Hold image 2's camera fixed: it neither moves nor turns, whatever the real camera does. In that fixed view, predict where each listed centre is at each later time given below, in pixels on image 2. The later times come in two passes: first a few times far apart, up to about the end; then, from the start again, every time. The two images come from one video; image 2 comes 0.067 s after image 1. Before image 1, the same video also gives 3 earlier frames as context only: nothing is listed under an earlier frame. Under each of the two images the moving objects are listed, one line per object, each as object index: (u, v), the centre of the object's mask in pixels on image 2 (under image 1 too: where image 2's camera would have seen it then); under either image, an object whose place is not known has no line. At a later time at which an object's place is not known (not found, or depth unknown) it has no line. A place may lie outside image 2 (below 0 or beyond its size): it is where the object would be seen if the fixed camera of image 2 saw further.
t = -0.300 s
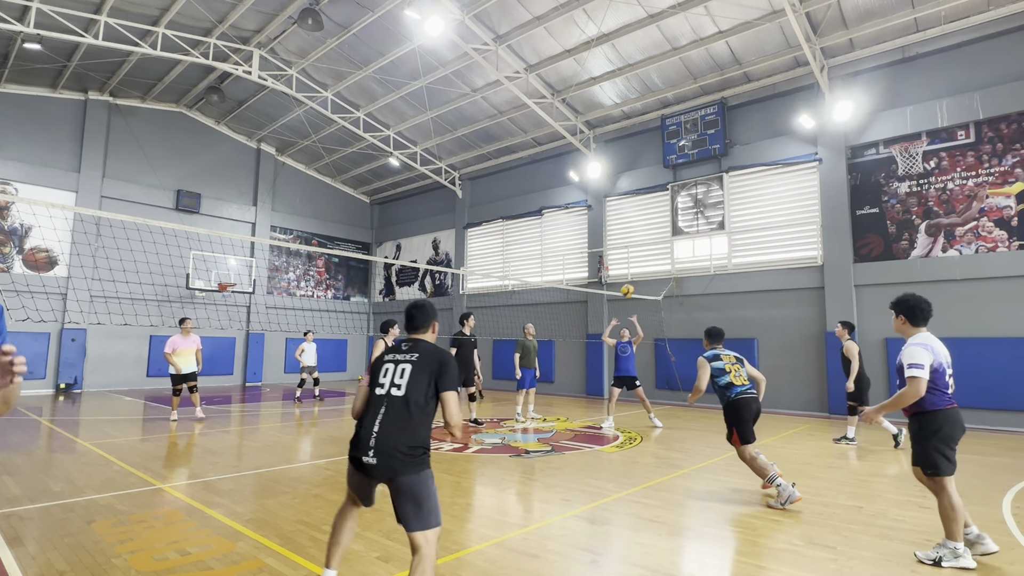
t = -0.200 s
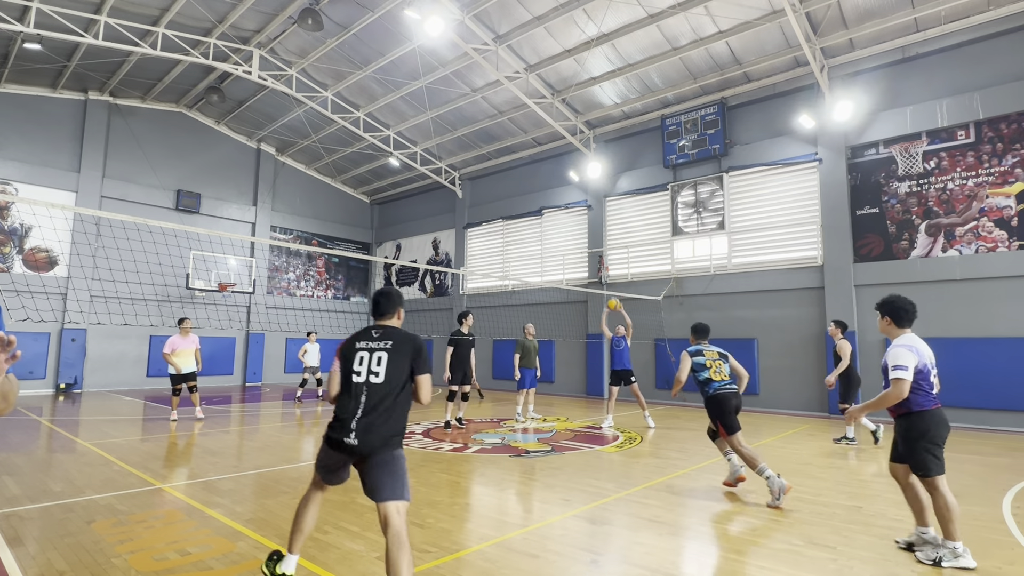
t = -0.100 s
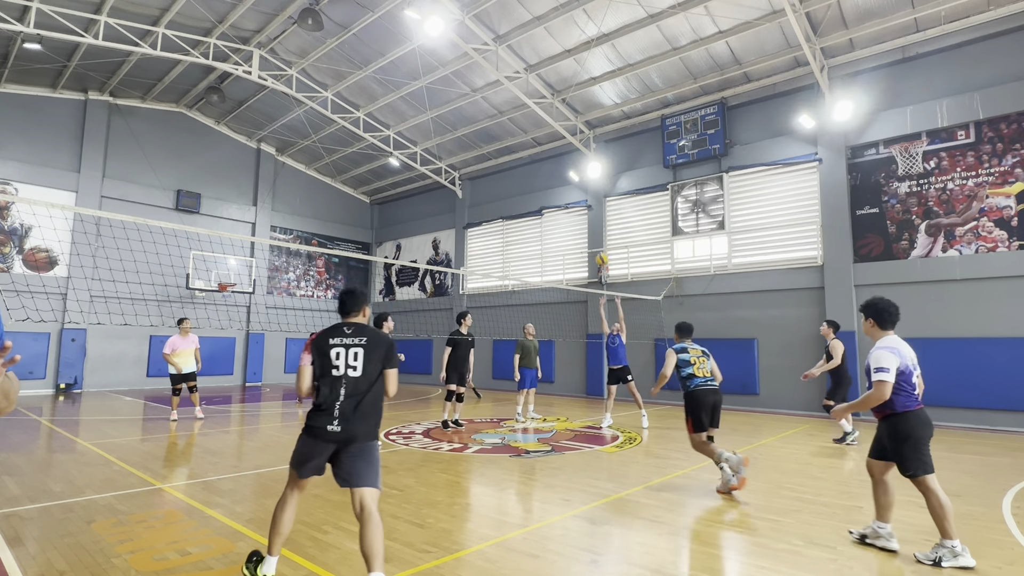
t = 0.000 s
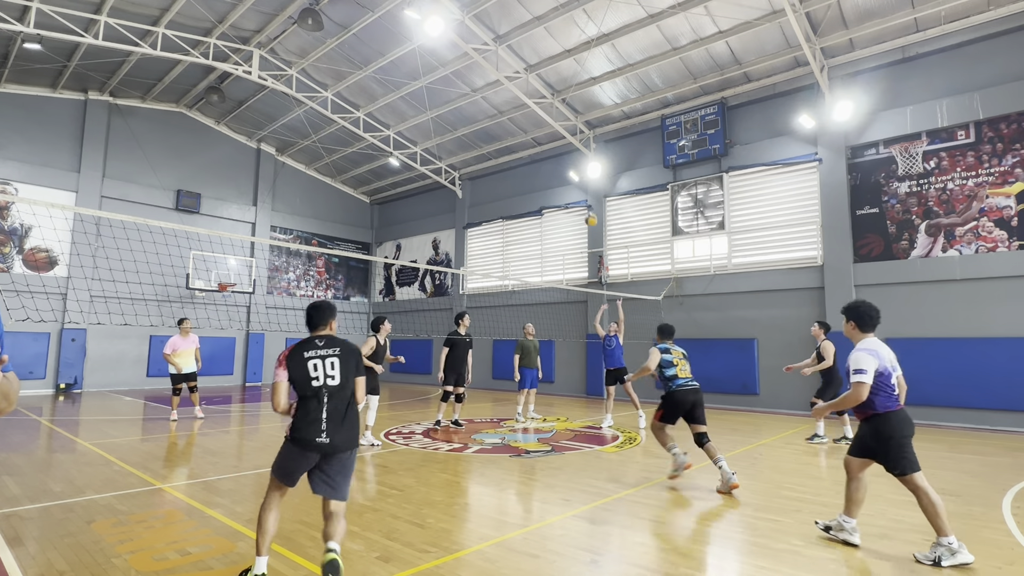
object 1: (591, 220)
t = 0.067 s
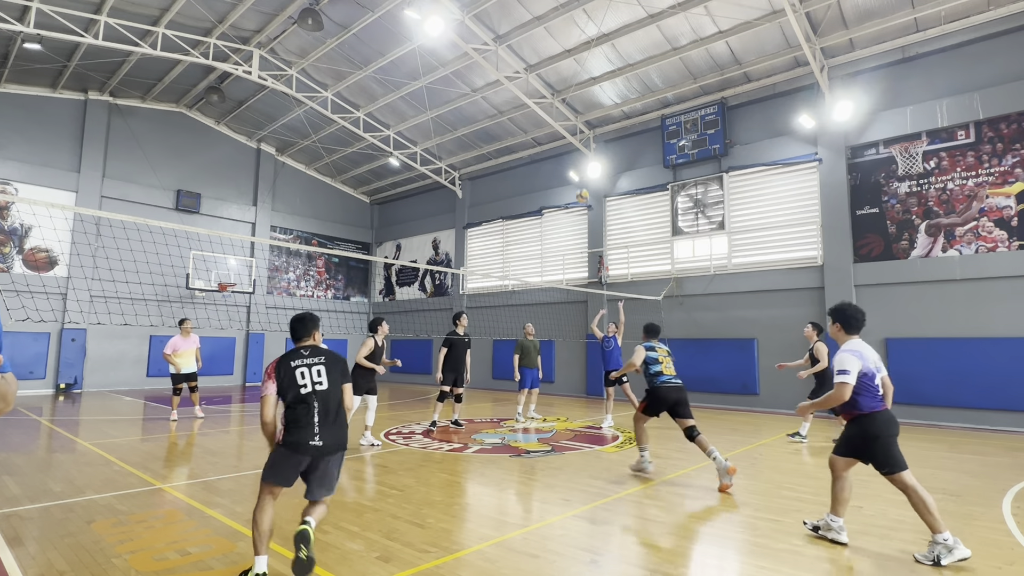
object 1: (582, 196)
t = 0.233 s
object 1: (561, 147)
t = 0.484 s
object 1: (527, 99)
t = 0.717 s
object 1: (491, 90)
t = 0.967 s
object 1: (447, 123)
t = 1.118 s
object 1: (417, 170)
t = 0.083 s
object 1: (580, 190)
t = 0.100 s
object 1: (579, 184)
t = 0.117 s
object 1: (576, 179)
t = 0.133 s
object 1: (573, 174)
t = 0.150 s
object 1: (571, 169)
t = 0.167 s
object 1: (569, 164)
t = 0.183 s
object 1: (567, 160)
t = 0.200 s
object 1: (565, 155)
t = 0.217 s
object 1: (563, 151)
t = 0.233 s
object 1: (561, 147)
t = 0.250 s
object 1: (558, 142)
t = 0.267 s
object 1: (556, 138)
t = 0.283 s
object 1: (554, 134)
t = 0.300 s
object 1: (552, 131)
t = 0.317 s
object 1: (550, 127)
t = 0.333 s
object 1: (548, 123)
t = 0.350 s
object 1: (545, 121)
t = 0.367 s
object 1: (543, 117)
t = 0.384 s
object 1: (541, 114)
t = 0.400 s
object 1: (539, 111)
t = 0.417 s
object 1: (536, 108)
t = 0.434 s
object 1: (534, 106)
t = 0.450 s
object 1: (532, 103)
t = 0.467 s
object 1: (529, 101)
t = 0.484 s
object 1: (527, 99)
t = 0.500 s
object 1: (525, 98)
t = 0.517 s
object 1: (522, 96)
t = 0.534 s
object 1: (520, 95)
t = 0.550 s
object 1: (517, 93)
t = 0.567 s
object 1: (515, 92)
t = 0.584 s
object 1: (512, 91)
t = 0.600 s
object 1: (510, 90)
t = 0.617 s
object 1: (507, 89)
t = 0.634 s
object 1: (505, 89)
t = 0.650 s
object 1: (502, 89)
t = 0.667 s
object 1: (499, 88)
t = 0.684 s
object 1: (497, 88)
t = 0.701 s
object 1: (494, 89)
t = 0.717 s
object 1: (491, 90)
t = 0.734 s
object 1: (489, 90)
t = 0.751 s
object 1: (486, 91)
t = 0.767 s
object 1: (483, 93)
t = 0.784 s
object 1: (480, 94)
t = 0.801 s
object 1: (478, 95)
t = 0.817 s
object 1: (475, 97)
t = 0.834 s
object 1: (472, 98)
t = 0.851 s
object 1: (469, 101)
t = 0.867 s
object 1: (466, 103)
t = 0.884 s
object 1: (463, 106)
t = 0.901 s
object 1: (460, 109)
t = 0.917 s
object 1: (457, 112)
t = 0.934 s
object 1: (454, 115)
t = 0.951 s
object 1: (451, 119)
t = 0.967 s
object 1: (447, 123)
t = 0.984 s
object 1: (444, 127)
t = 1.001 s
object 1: (441, 131)
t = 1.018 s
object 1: (438, 136)
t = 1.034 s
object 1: (435, 140)
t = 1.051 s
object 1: (431, 146)
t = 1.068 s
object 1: (428, 151)
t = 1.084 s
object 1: (425, 156)
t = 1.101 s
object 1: (421, 163)
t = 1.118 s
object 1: (417, 170)
